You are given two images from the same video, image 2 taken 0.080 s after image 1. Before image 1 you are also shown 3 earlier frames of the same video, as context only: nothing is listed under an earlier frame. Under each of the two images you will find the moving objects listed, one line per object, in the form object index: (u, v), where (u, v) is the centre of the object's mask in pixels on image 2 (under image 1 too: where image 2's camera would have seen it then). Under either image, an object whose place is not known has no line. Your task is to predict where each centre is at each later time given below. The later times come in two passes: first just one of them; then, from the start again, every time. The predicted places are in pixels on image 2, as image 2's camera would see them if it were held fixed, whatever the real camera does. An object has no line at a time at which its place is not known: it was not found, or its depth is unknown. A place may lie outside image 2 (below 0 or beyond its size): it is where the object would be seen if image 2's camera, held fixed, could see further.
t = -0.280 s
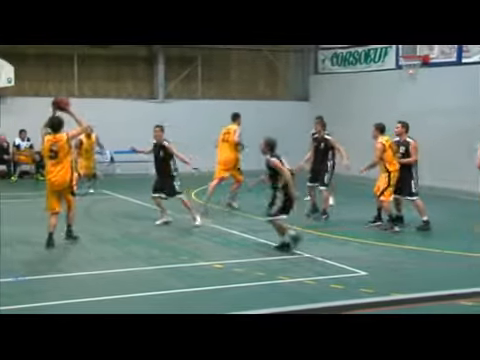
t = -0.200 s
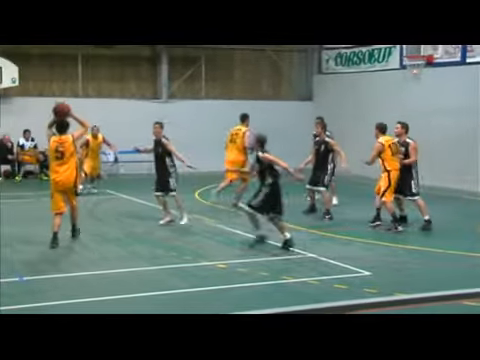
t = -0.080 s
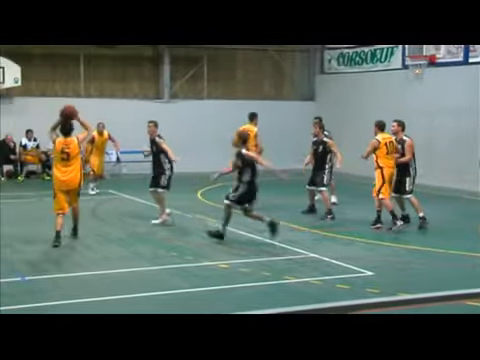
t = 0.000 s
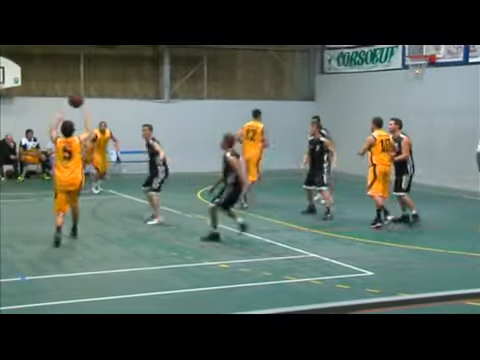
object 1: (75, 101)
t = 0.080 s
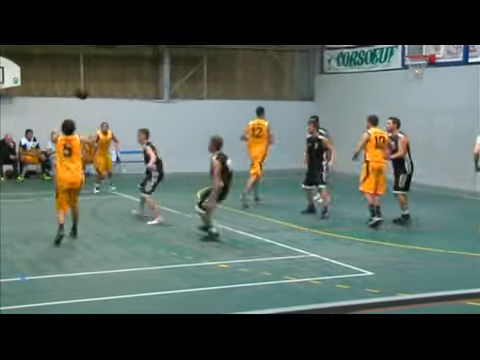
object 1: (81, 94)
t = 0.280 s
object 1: (96, 92)
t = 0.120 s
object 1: (84, 90)
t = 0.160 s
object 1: (88, 88)
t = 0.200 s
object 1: (90, 88)
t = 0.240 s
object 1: (94, 88)
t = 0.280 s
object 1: (96, 92)
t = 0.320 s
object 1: (99, 94)
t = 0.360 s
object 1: (102, 97)
